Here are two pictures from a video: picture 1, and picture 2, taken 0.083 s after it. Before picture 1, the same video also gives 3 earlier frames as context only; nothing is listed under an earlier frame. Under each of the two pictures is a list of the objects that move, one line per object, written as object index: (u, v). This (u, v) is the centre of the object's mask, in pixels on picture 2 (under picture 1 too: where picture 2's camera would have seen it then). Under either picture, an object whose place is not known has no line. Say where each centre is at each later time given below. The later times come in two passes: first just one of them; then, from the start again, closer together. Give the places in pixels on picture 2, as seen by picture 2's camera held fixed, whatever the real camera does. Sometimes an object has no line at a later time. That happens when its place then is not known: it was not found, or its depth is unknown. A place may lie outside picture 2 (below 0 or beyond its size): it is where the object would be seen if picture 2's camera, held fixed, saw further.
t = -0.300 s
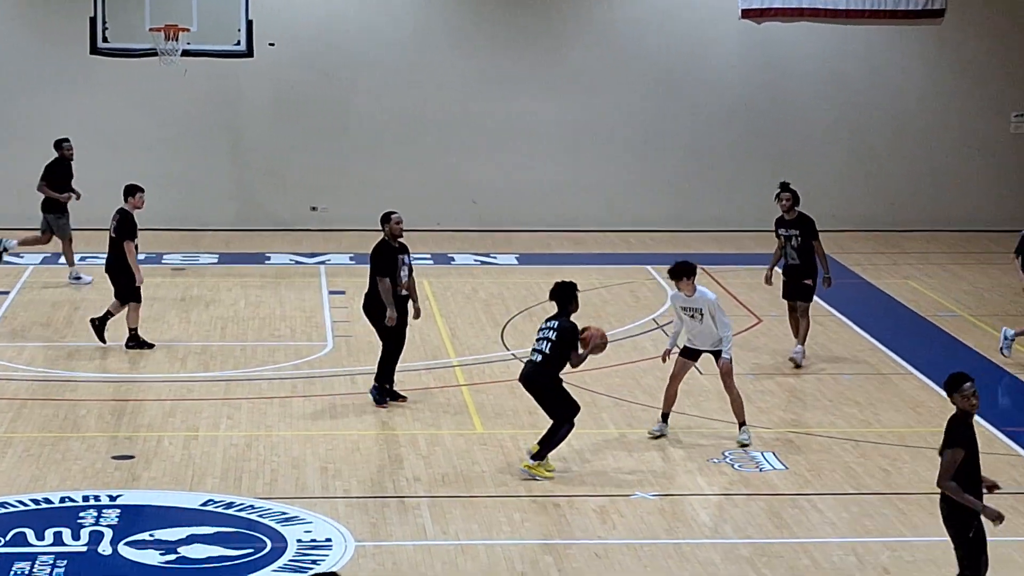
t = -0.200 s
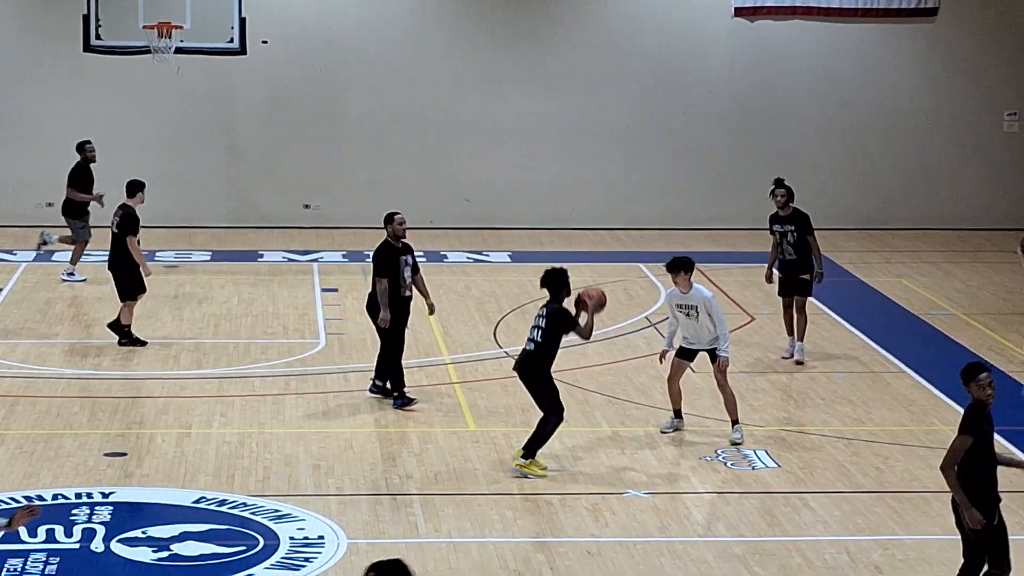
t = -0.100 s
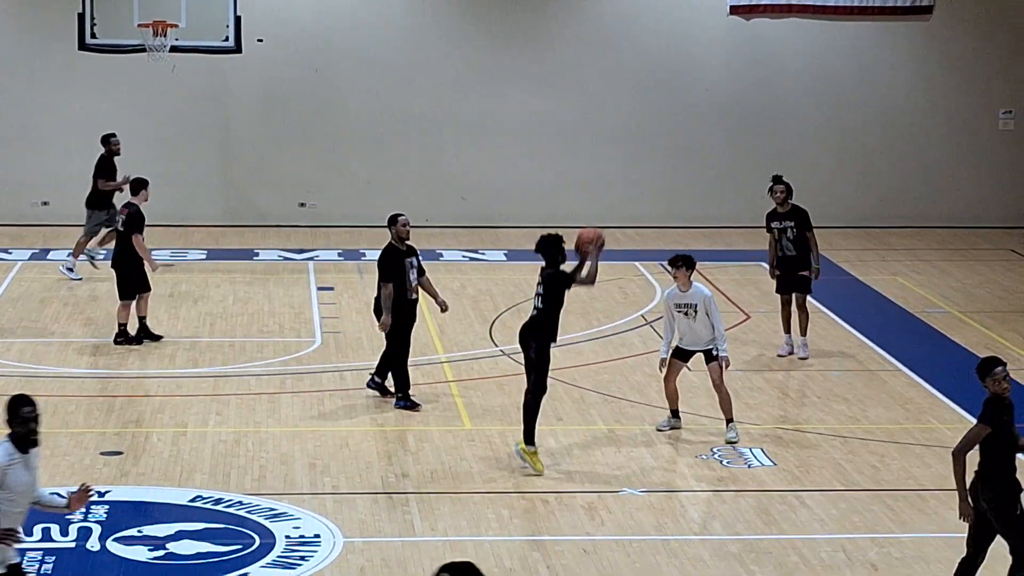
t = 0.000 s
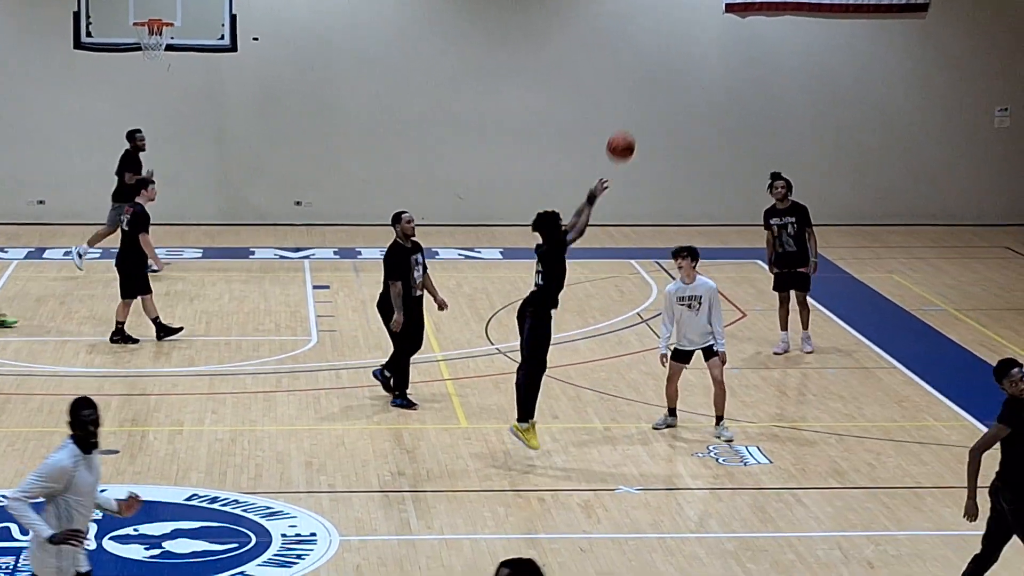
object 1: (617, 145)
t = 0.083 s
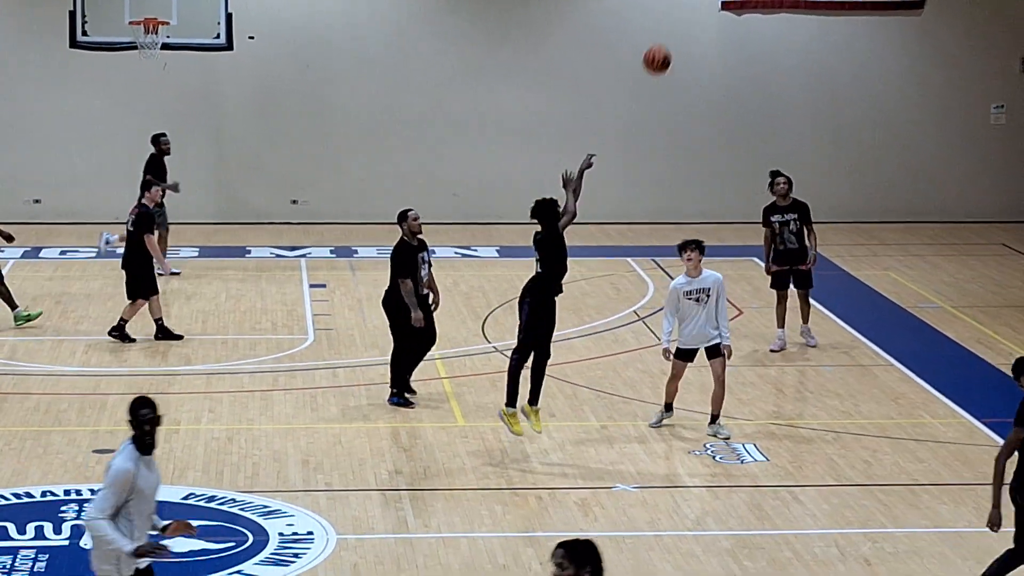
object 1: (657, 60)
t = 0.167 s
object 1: (693, 5)
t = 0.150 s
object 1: (684, 12)
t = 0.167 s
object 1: (693, 5)
